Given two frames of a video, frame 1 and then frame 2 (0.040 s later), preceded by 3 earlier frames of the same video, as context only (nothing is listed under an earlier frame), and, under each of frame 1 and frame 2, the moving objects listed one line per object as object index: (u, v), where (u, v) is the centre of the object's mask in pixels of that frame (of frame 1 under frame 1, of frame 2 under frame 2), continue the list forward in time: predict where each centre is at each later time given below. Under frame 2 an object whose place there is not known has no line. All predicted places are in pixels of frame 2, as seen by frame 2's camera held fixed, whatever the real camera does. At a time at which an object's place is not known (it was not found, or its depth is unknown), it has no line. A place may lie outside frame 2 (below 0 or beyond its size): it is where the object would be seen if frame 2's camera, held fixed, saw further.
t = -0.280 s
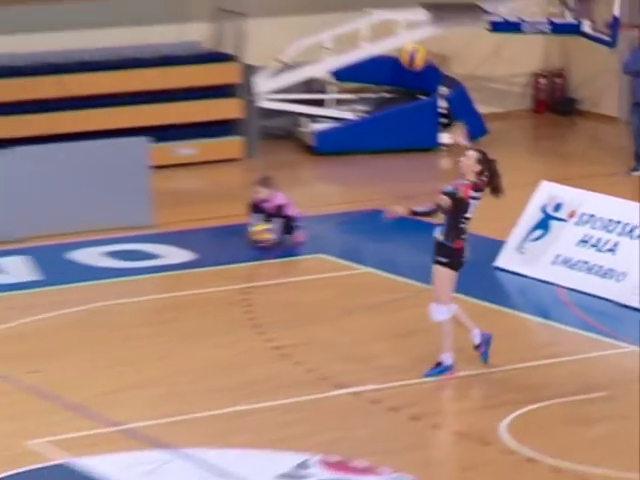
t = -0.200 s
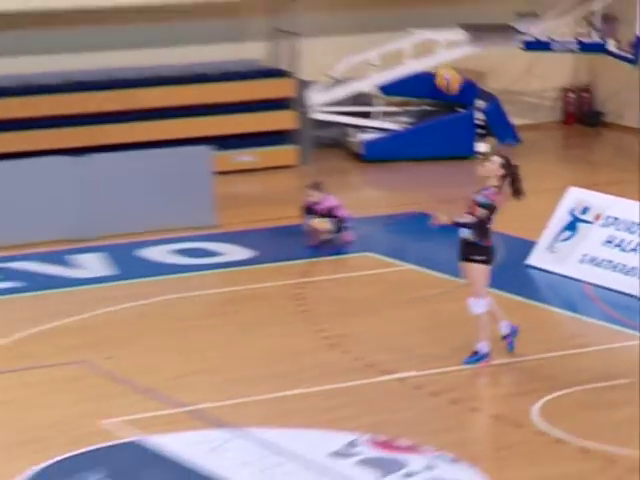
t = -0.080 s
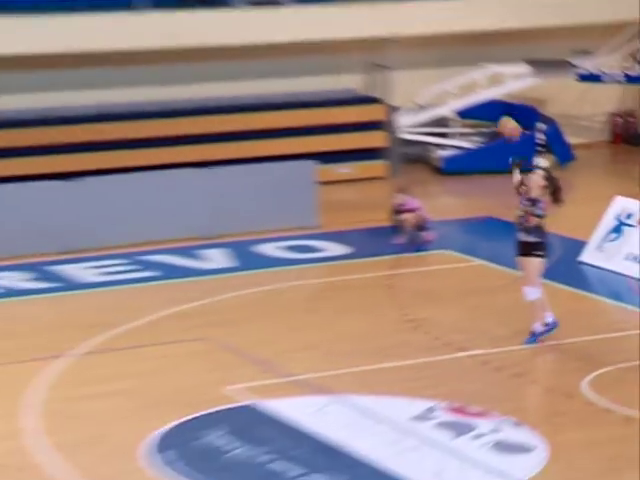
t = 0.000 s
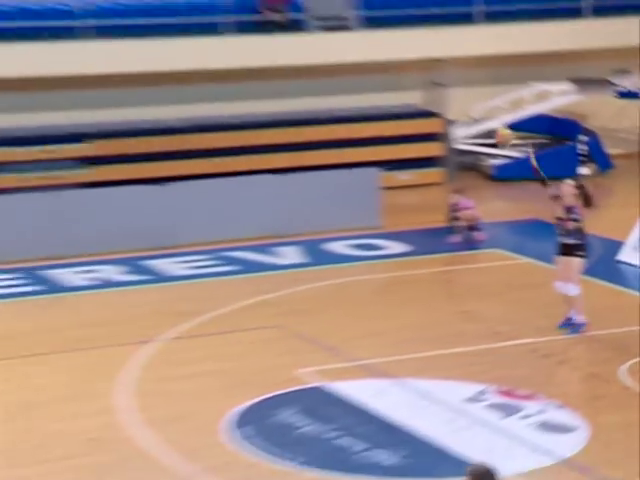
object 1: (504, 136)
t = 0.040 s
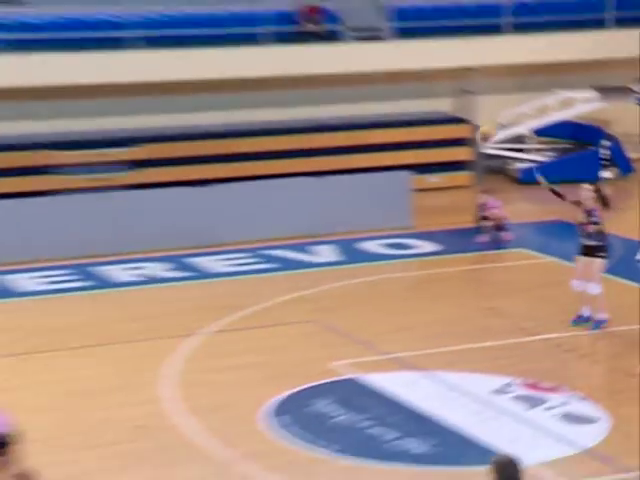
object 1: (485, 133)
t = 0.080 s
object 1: (439, 126)
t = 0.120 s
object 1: (394, 122)
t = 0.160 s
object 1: (349, 116)
